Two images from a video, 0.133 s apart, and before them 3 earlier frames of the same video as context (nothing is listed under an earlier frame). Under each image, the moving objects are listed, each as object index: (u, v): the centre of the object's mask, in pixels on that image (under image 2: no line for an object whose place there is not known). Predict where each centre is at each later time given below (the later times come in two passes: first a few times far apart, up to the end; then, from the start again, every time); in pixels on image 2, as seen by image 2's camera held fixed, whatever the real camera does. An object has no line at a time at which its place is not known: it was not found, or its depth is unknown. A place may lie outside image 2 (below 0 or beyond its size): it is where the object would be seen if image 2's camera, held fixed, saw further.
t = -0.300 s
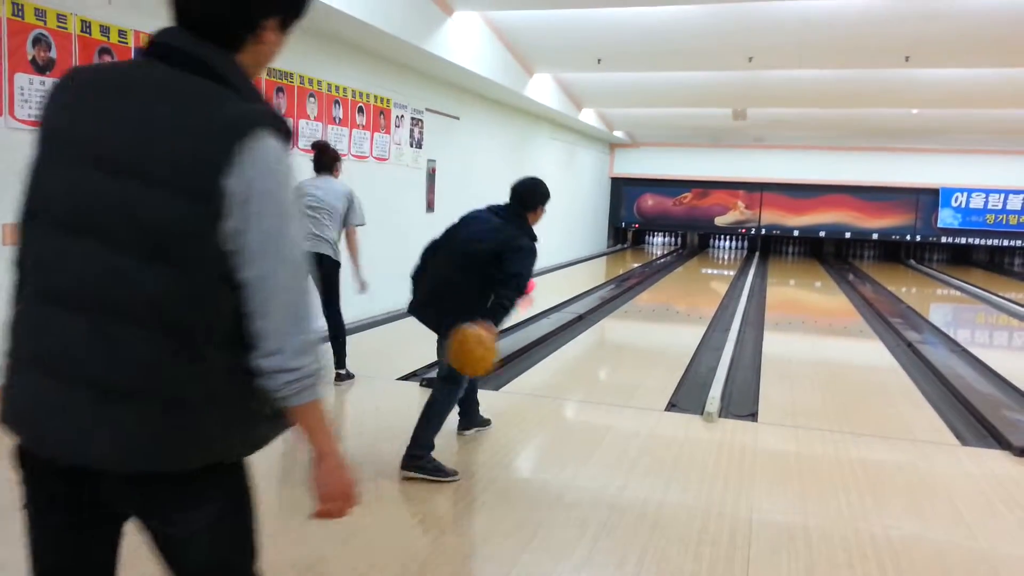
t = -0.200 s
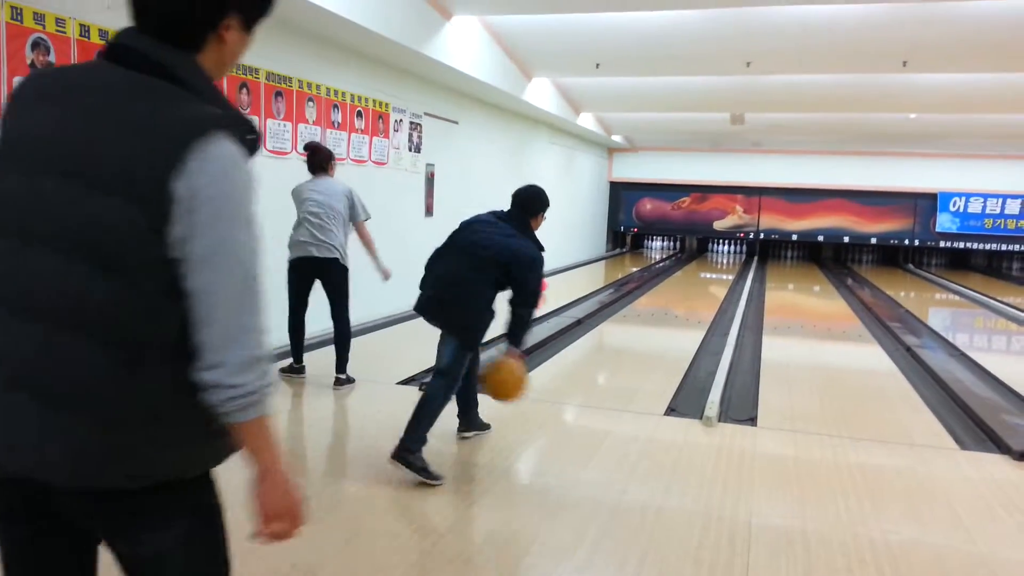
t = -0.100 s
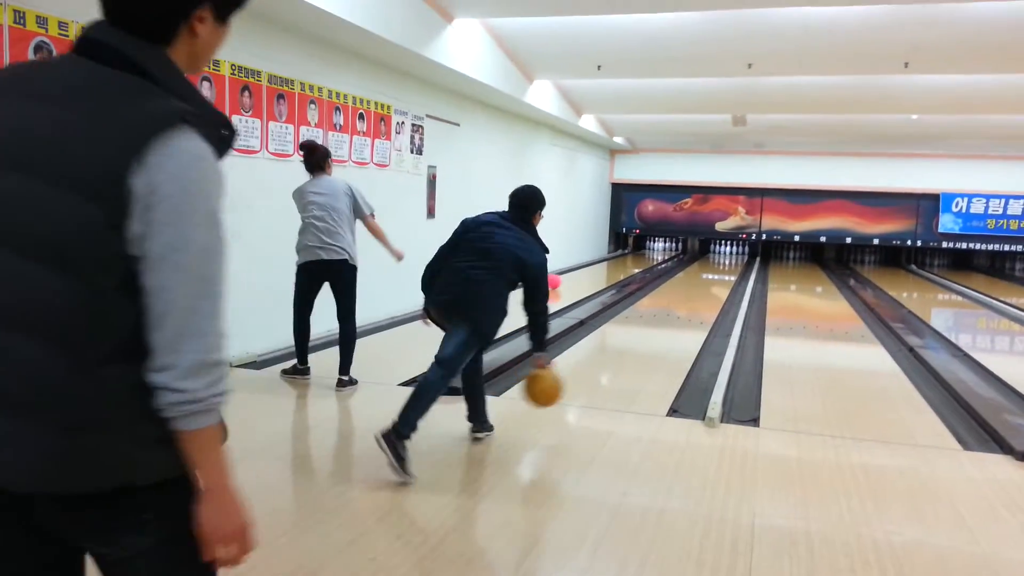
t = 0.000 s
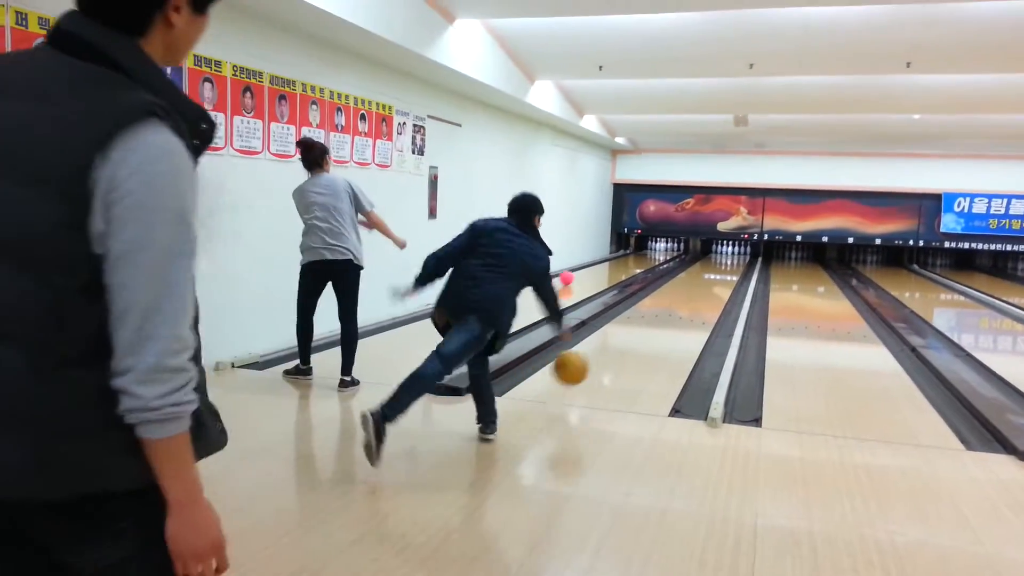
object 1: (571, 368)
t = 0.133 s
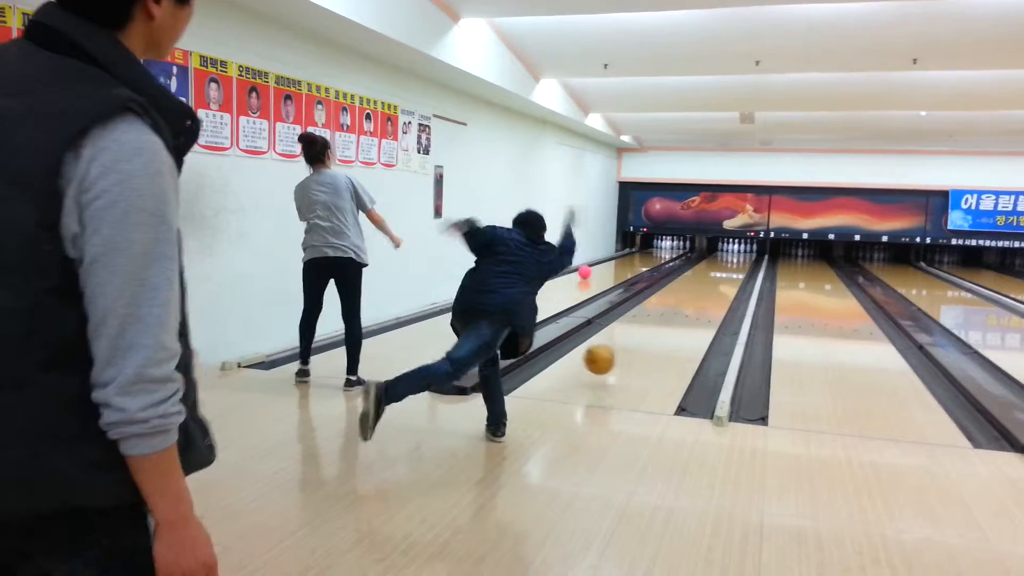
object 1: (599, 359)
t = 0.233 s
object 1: (613, 355)
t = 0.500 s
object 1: (641, 328)
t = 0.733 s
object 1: (657, 311)
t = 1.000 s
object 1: (671, 296)
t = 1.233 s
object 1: (681, 286)
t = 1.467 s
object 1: (689, 278)
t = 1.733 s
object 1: (695, 272)
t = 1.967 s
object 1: (700, 267)
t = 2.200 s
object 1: (705, 263)
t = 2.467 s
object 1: (708, 259)
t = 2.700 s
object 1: (712, 256)
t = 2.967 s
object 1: (714, 254)
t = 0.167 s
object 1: (604, 361)
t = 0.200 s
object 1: (609, 360)
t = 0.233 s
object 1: (613, 355)
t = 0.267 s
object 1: (617, 351)
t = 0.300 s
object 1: (621, 348)
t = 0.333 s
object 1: (625, 344)
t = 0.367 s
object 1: (628, 340)
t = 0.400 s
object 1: (632, 337)
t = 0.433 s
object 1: (635, 334)
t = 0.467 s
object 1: (638, 331)
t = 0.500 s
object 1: (641, 328)
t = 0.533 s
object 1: (644, 325)
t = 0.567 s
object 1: (646, 322)
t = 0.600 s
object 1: (649, 319)
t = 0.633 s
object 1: (651, 317)
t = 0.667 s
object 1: (653, 315)
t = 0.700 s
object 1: (655, 313)
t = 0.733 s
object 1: (657, 311)
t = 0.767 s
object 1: (659, 309)
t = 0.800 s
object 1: (661, 307)
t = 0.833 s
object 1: (663, 305)
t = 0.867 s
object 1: (665, 303)
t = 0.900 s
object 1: (666, 301)
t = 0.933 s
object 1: (668, 300)
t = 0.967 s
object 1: (670, 298)
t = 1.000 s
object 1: (671, 296)
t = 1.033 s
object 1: (673, 294)
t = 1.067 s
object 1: (675, 294)
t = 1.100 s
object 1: (676, 292)
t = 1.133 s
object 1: (677, 290)
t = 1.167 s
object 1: (678, 289)
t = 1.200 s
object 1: (680, 287)
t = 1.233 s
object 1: (681, 286)
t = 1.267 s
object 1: (682, 285)
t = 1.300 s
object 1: (684, 284)
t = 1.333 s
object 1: (685, 283)
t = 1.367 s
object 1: (685, 282)
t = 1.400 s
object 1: (686, 281)
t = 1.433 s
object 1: (688, 279)
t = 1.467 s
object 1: (689, 278)
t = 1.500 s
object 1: (690, 278)
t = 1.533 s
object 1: (691, 277)
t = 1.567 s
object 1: (691, 276)
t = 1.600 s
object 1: (692, 275)
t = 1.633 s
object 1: (693, 274)
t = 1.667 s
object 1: (694, 273)
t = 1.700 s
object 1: (695, 273)
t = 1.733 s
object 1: (695, 272)
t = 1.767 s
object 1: (696, 271)
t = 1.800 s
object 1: (697, 270)
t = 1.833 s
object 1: (698, 270)
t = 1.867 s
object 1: (698, 269)
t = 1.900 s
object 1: (699, 268)
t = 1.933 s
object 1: (700, 268)
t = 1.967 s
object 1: (700, 267)
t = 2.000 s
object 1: (701, 266)
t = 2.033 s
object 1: (702, 266)
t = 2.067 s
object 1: (702, 265)
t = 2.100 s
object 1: (703, 264)
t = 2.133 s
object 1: (703, 264)
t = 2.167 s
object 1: (704, 264)
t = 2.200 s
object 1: (705, 263)
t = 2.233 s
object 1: (705, 262)
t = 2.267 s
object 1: (706, 261)
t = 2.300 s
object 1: (706, 261)
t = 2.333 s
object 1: (706, 261)
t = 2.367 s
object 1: (707, 260)
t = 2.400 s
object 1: (708, 260)
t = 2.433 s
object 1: (708, 259)
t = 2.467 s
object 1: (708, 259)
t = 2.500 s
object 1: (709, 259)
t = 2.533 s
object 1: (710, 258)
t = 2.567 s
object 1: (710, 258)
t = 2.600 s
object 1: (710, 257)
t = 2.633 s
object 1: (711, 257)
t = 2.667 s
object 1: (711, 256)
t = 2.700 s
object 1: (712, 256)
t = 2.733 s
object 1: (712, 256)
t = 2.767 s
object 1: (712, 256)
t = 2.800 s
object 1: (713, 255)
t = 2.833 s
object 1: (713, 255)
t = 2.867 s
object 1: (713, 255)
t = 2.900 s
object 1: (714, 254)
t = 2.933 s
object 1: (714, 254)
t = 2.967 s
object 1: (714, 254)
